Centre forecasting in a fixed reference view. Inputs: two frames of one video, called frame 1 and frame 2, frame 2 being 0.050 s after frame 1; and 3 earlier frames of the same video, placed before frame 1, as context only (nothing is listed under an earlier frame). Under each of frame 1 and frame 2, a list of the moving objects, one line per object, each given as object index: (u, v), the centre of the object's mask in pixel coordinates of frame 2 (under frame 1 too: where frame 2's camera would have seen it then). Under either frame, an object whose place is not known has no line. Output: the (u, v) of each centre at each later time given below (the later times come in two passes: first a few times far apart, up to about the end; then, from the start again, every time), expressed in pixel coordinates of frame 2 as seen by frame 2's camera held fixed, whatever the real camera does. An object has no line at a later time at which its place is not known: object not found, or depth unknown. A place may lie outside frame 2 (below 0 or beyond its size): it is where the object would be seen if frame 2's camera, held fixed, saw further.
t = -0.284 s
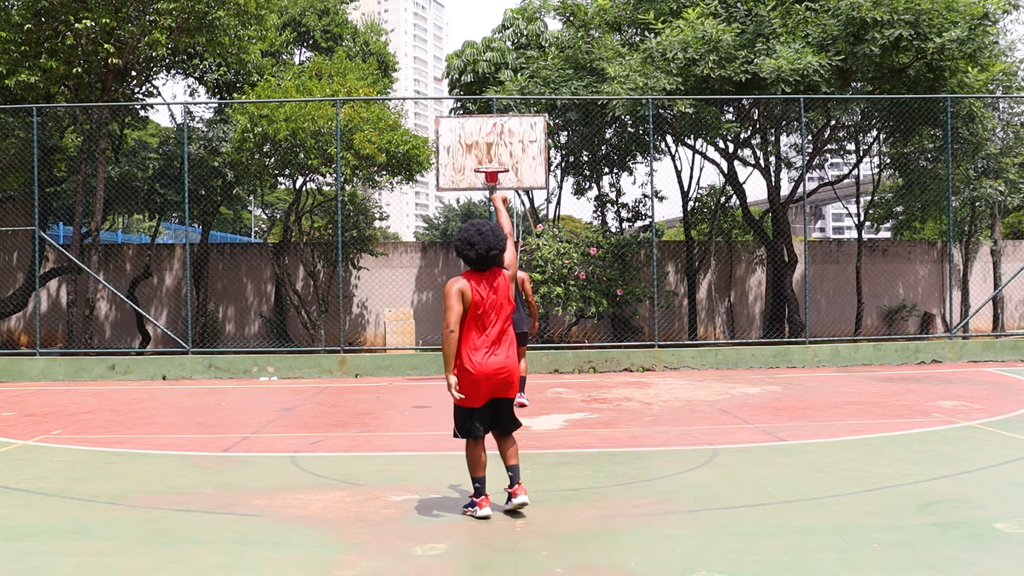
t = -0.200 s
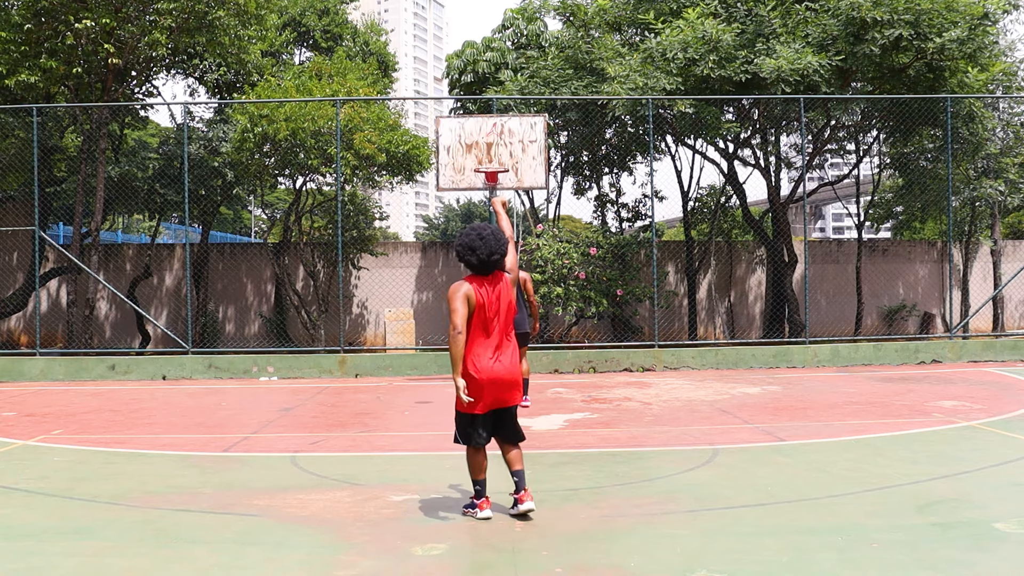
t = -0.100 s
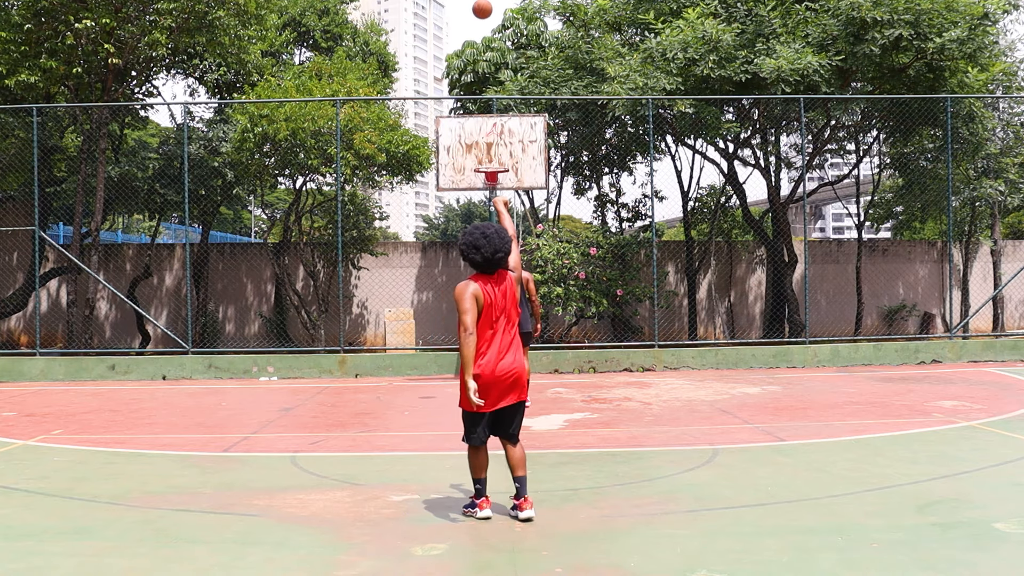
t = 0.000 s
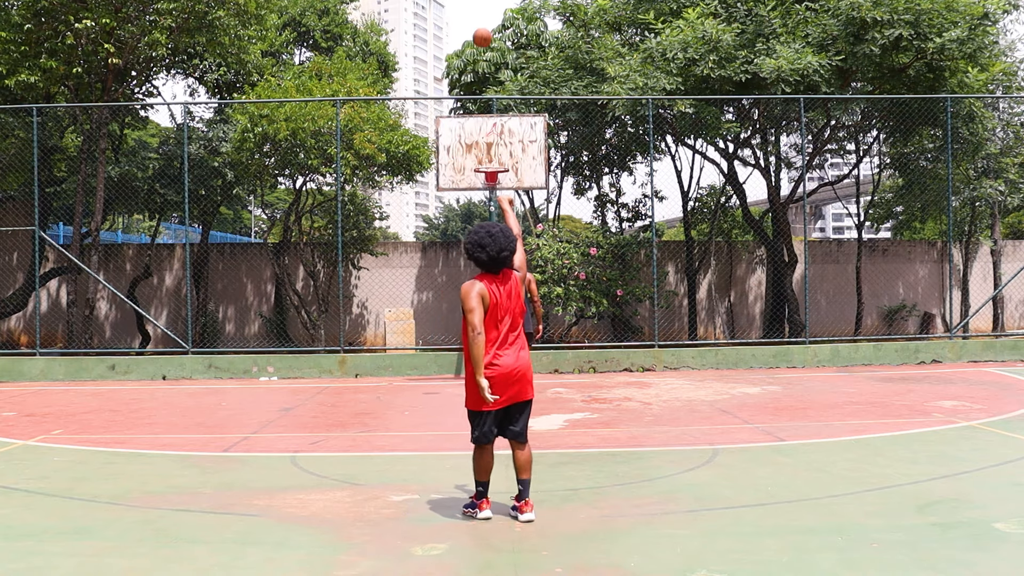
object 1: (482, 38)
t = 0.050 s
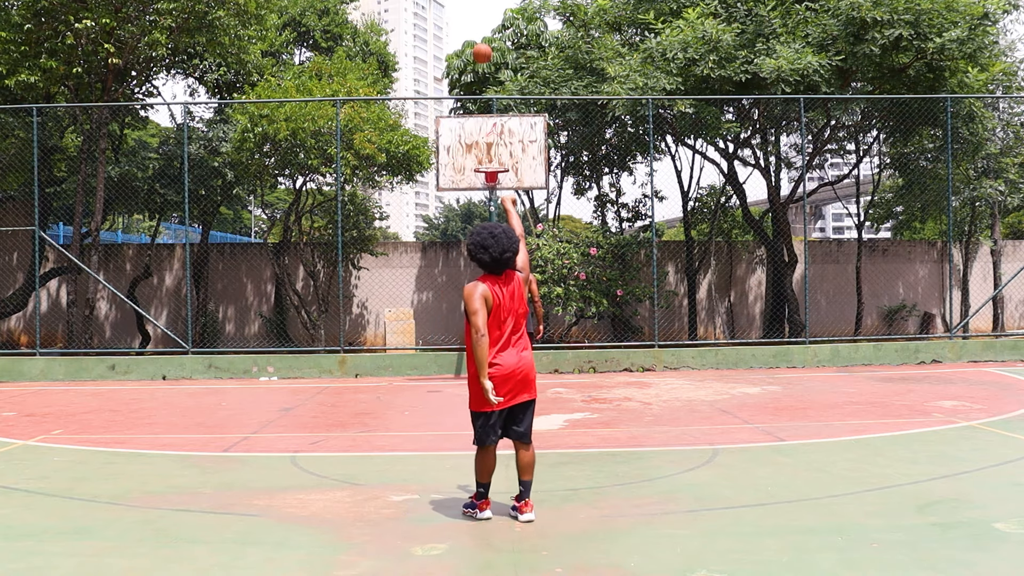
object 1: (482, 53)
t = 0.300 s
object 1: (482, 150)
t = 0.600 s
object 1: (418, 184)
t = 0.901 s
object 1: (329, 286)
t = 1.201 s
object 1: (230, 371)
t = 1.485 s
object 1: (145, 272)
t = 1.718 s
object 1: (64, 248)
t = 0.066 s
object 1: (482, 59)
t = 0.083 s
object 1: (482, 65)
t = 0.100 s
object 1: (482, 71)
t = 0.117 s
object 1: (482, 77)
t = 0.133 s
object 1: (482, 83)
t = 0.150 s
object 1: (482, 89)
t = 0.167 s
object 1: (482, 96)
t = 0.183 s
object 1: (482, 103)
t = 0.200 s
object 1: (482, 108)
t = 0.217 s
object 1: (482, 115)
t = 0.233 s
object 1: (482, 122)
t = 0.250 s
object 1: (482, 129)
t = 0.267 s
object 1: (482, 137)
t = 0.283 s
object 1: (482, 144)
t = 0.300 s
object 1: (482, 150)
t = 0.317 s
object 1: (482, 159)
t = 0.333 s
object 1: (482, 165)
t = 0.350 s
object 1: (479, 165)
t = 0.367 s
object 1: (475, 165)
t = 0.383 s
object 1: (471, 165)
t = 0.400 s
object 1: (467, 165)
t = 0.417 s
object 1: (463, 165)
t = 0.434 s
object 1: (460, 166)
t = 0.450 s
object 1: (456, 166)
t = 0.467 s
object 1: (452, 167)
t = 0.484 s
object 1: (447, 169)
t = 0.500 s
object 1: (443, 170)
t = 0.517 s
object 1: (439, 172)
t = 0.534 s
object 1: (435, 174)
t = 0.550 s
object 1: (431, 176)
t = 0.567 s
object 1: (426, 178)
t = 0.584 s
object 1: (422, 181)
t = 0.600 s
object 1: (418, 184)
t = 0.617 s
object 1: (414, 187)
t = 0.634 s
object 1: (409, 190)
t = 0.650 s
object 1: (405, 194)
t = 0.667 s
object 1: (400, 198)
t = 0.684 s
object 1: (395, 203)
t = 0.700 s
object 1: (391, 207)
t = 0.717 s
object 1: (386, 212)
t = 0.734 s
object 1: (381, 217)
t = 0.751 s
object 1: (376, 223)
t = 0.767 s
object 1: (371, 229)
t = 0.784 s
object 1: (366, 234)
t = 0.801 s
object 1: (361, 241)
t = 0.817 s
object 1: (356, 248)
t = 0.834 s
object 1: (351, 255)
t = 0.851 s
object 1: (346, 262)
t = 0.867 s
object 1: (340, 270)
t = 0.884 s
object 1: (335, 278)
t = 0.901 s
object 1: (329, 286)
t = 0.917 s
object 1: (323, 295)
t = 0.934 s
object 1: (318, 304)
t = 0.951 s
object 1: (312, 314)
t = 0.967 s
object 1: (306, 324)
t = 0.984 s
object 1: (300, 334)
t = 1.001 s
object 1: (294, 345)
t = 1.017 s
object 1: (288, 355)
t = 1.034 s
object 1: (282, 367)
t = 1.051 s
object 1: (276, 378)
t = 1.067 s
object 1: (270, 392)
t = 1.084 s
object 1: (263, 405)
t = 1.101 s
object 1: (257, 419)
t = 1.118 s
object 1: (253, 413)
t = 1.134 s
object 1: (248, 404)
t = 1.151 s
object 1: (244, 396)
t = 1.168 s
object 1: (239, 387)
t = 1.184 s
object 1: (234, 379)
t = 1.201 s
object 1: (230, 371)
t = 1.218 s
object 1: (225, 364)
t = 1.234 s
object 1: (221, 356)
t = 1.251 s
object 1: (216, 349)
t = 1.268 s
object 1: (211, 342)
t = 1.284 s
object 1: (206, 336)
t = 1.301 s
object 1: (202, 329)
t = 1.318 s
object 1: (197, 323)
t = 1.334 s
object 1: (192, 317)
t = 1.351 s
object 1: (186, 311)
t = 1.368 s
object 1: (182, 305)
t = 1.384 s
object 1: (177, 300)
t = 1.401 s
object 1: (172, 294)
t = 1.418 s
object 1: (166, 290)
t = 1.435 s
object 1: (161, 285)
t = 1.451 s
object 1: (156, 281)
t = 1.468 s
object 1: (151, 276)
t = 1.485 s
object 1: (145, 272)
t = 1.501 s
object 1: (140, 269)
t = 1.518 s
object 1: (134, 266)
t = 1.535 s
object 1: (129, 262)
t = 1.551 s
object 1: (123, 260)
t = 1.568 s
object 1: (118, 257)
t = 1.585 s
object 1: (112, 255)
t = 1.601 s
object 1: (107, 253)
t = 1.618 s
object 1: (100, 251)
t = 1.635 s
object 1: (94, 250)
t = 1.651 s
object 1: (88, 249)
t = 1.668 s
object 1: (83, 248)
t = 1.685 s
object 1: (77, 248)
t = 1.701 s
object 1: (70, 248)
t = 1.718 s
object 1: (64, 248)
